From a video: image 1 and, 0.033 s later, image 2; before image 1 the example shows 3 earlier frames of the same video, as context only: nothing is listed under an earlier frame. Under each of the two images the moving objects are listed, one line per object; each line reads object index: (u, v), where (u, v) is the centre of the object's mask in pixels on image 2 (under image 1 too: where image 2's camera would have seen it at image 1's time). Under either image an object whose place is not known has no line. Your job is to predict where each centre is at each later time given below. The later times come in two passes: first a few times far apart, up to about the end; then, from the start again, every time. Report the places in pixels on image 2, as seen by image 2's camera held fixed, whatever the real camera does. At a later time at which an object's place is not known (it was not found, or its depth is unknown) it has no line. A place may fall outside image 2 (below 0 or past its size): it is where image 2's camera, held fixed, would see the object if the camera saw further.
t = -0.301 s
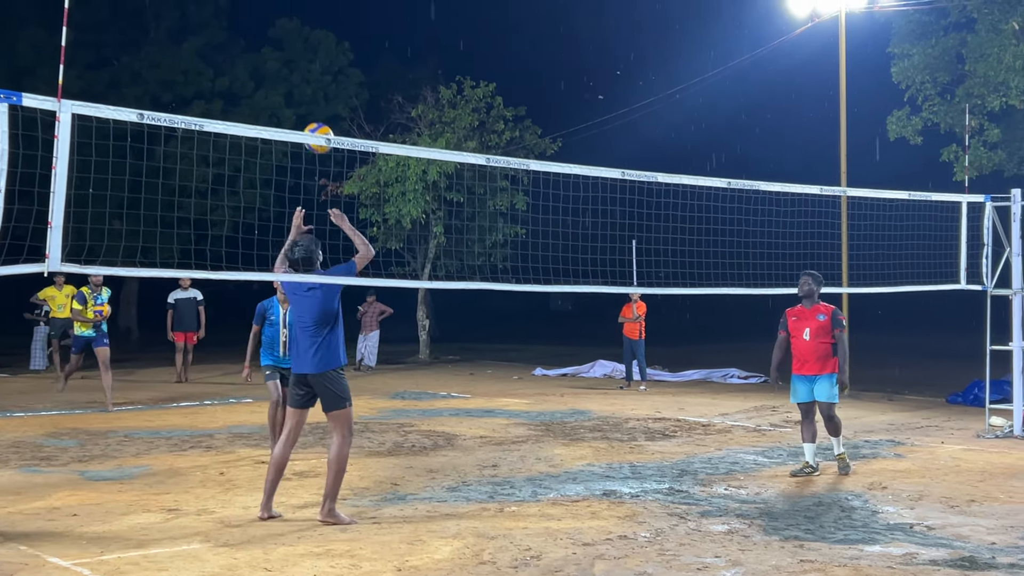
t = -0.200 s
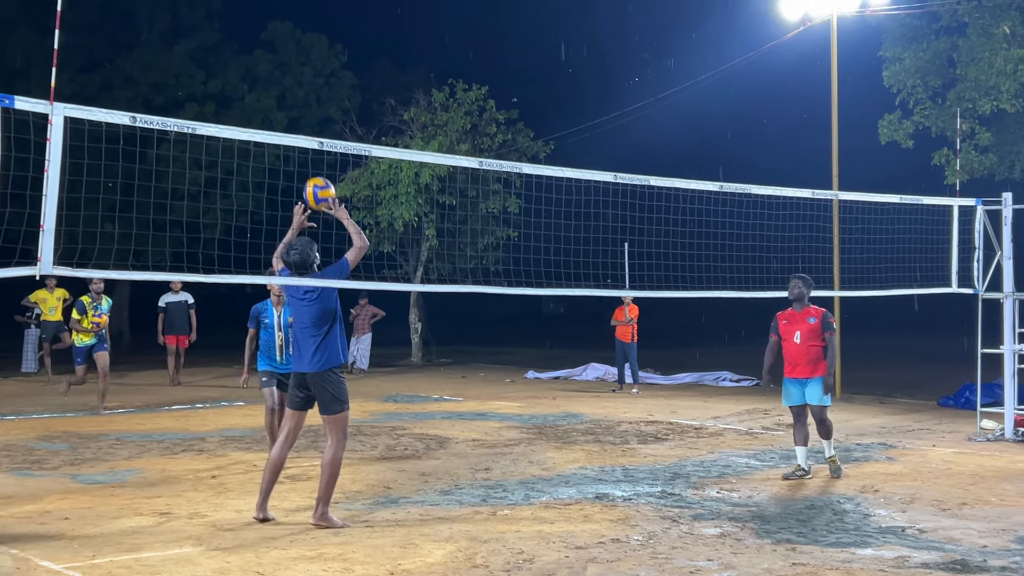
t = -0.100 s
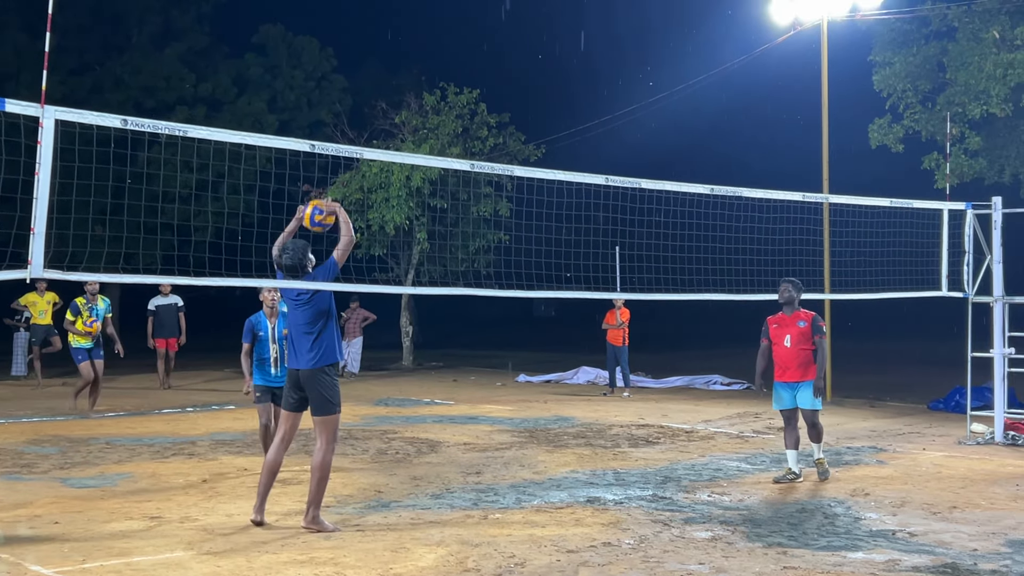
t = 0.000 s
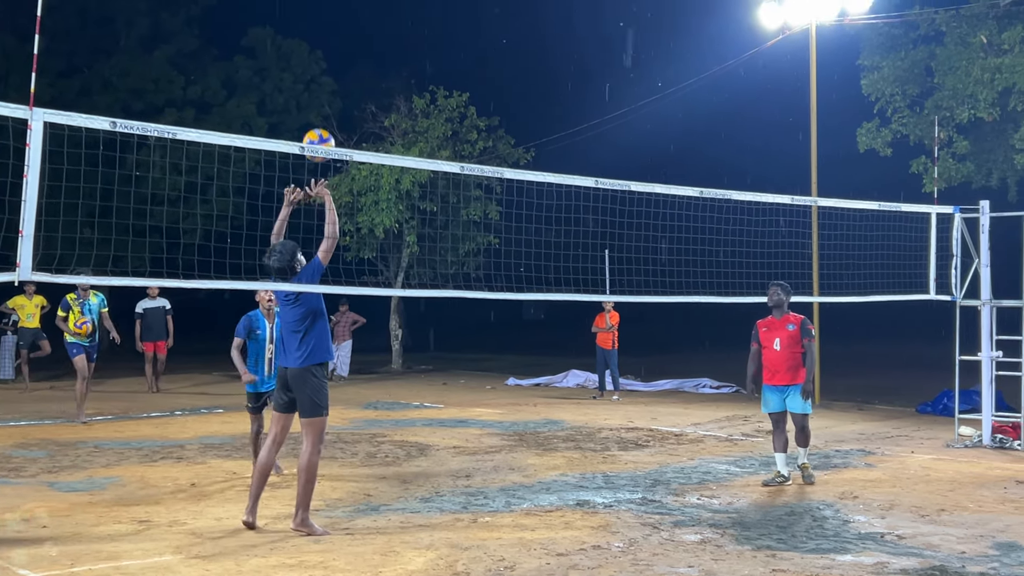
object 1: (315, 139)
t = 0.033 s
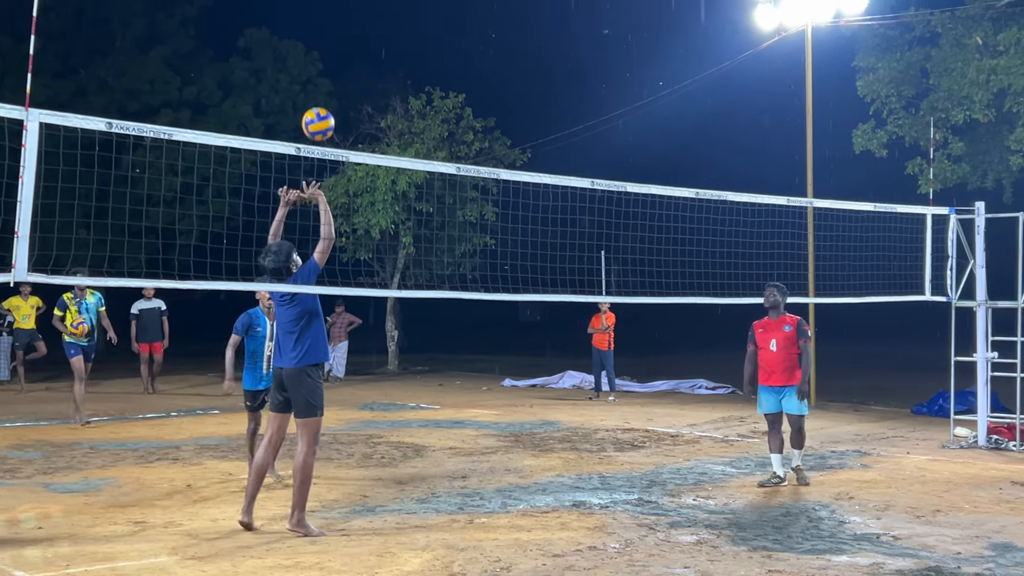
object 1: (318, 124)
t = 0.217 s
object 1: (337, 32)
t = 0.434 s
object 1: (359, -2)
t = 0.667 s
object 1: (379, 24)
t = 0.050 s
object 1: (320, 113)
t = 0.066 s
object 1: (321, 103)
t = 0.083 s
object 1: (323, 94)
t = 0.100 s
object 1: (325, 85)
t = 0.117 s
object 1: (327, 76)
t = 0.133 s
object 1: (329, 68)
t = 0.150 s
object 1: (330, 60)
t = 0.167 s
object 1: (332, 52)
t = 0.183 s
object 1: (334, 45)
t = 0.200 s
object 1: (335, 39)
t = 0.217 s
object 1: (337, 32)
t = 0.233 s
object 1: (339, 27)
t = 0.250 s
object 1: (341, 22)
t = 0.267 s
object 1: (342, 17)
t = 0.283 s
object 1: (344, 12)
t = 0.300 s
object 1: (346, 9)
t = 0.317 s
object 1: (347, 6)
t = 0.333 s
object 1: (349, 4)
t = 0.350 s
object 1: (351, 2)
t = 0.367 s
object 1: (353, 1)
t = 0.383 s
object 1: (354, 0)
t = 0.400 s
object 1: (356, -1)
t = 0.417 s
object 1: (357, -2)
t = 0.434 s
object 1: (359, -2)
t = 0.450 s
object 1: (360, -2)
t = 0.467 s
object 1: (362, -2)
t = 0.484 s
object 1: (363, -2)
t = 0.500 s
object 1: (365, -2)
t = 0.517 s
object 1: (366, -1)
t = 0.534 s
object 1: (367, -1)
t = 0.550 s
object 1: (369, 0)
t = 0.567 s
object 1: (370, 2)
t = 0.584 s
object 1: (372, 4)
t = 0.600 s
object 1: (373, 8)
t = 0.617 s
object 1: (374, 11)
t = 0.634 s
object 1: (376, 15)
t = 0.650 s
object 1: (377, 19)
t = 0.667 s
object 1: (379, 24)
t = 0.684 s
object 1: (380, 29)
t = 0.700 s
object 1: (382, 34)
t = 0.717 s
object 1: (383, 40)
